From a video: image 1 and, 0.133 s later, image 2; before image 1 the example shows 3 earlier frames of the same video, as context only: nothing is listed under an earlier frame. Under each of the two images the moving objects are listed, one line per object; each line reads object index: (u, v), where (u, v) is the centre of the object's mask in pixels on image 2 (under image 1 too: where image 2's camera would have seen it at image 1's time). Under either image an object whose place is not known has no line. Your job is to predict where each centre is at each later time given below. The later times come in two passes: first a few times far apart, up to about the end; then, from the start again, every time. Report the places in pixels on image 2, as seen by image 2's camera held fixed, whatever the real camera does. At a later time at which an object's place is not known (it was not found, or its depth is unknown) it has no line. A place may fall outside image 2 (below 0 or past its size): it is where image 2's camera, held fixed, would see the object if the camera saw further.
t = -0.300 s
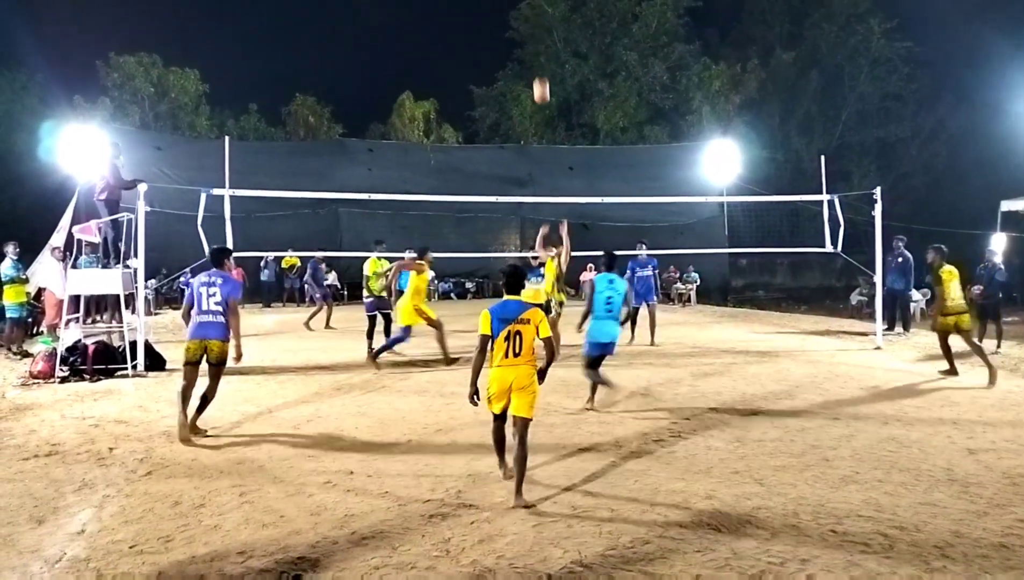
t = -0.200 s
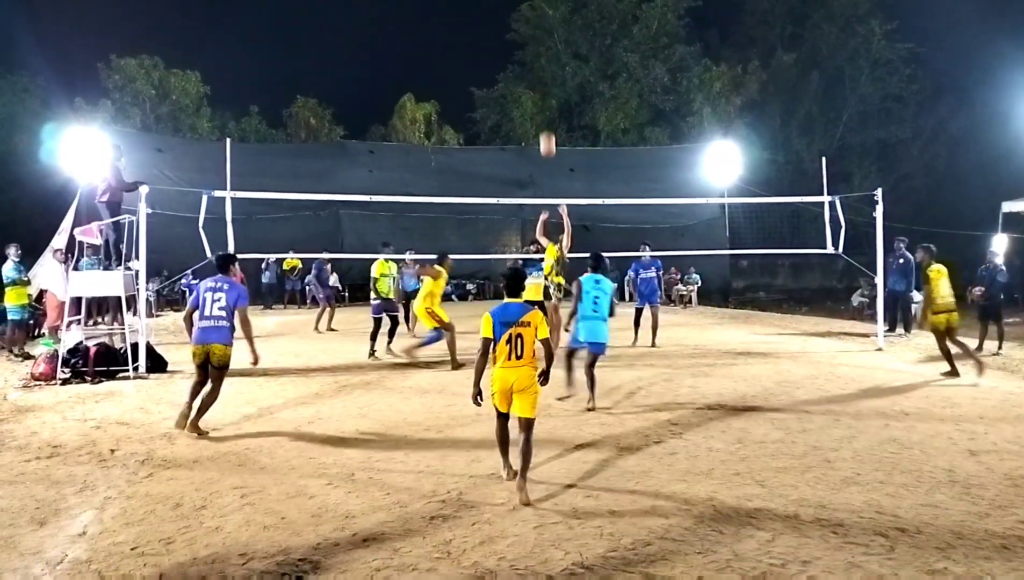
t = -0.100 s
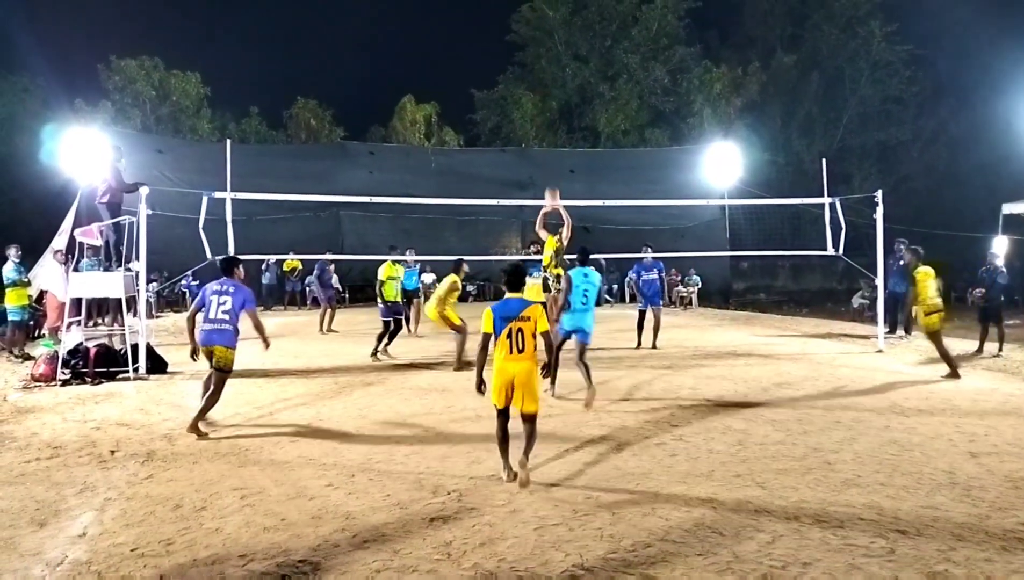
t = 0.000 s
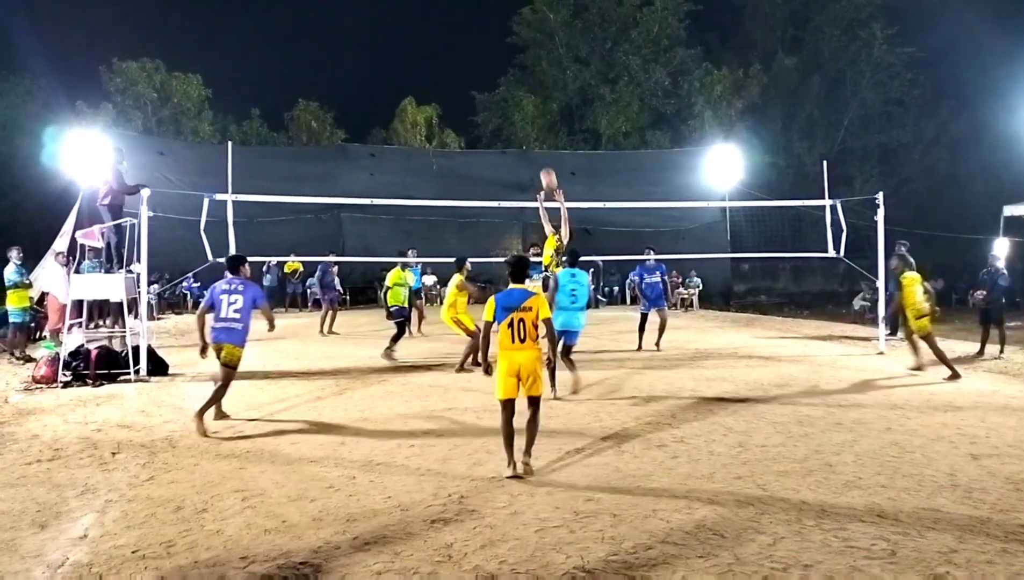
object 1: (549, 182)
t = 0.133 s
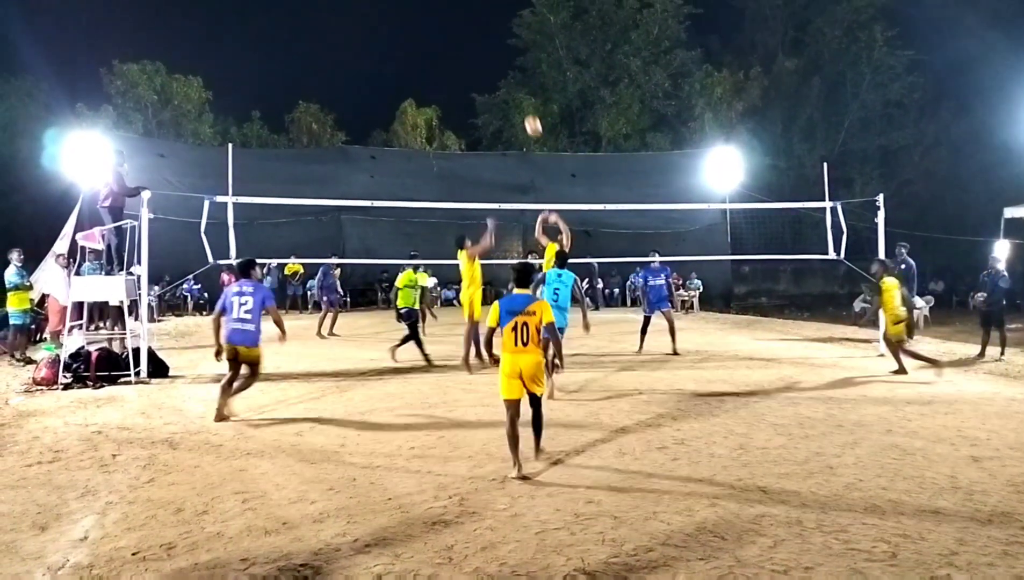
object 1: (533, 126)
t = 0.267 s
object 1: (516, 81)
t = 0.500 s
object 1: (486, 30)
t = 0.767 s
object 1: (451, 18)
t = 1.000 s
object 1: (423, 54)
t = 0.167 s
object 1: (529, 113)
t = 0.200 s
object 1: (525, 102)
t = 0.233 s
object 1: (520, 91)
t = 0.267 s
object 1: (516, 81)
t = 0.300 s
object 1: (512, 71)
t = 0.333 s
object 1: (508, 63)
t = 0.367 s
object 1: (503, 54)
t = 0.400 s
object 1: (499, 47)
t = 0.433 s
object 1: (494, 41)
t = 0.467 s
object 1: (490, 35)
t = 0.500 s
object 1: (486, 30)
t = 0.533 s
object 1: (481, 26)
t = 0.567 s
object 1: (477, 23)
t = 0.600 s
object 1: (473, 20)
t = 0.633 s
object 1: (469, 18)
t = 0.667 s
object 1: (465, 17)
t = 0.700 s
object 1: (460, 16)
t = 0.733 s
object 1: (456, 17)
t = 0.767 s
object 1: (451, 18)
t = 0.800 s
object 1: (447, 21)
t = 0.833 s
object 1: (443, 24)
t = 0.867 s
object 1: (439, 28)
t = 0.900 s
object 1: (435, 33)
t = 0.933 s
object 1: (431, 39)
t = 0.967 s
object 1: (427, 46)
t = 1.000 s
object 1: (423, 54)
